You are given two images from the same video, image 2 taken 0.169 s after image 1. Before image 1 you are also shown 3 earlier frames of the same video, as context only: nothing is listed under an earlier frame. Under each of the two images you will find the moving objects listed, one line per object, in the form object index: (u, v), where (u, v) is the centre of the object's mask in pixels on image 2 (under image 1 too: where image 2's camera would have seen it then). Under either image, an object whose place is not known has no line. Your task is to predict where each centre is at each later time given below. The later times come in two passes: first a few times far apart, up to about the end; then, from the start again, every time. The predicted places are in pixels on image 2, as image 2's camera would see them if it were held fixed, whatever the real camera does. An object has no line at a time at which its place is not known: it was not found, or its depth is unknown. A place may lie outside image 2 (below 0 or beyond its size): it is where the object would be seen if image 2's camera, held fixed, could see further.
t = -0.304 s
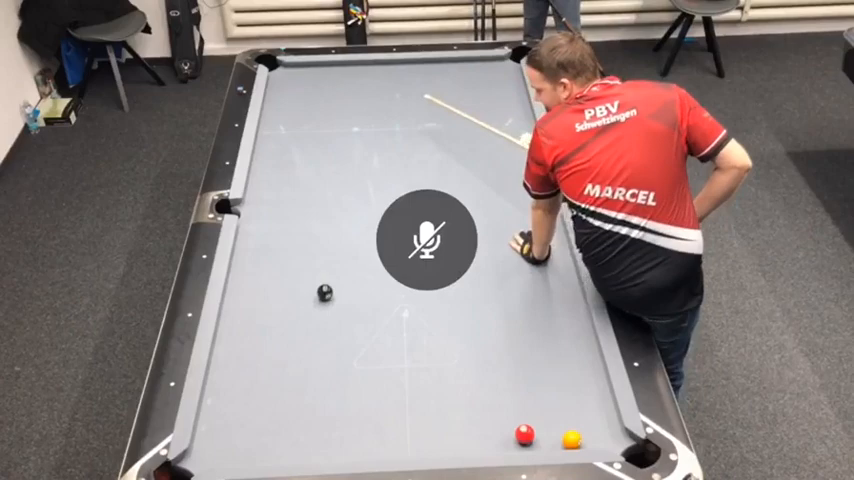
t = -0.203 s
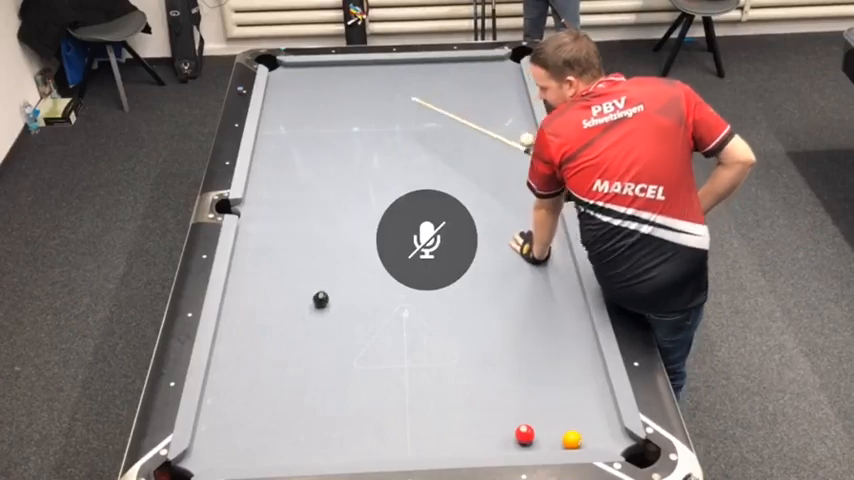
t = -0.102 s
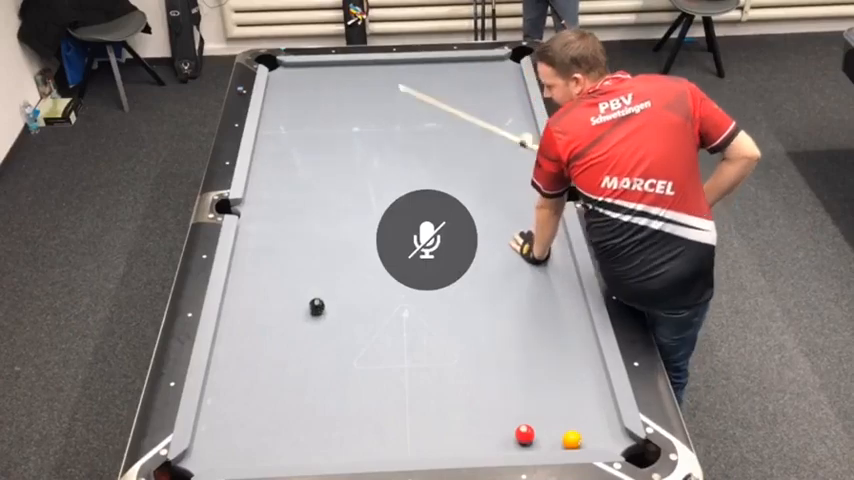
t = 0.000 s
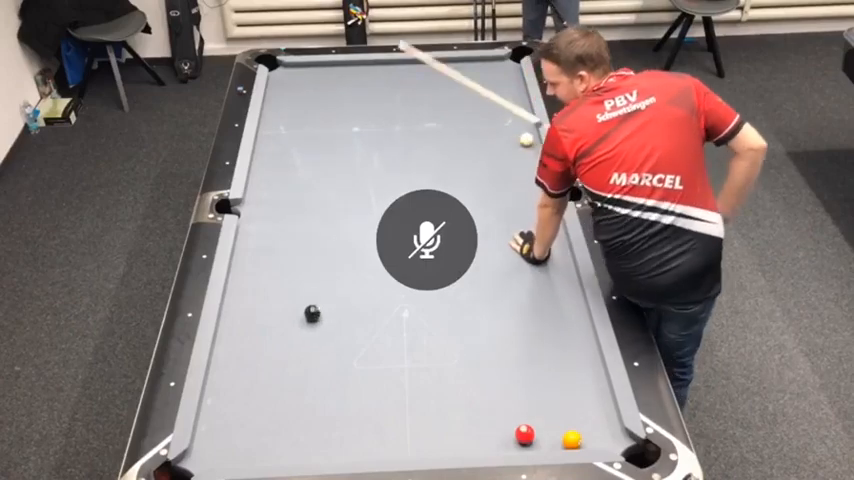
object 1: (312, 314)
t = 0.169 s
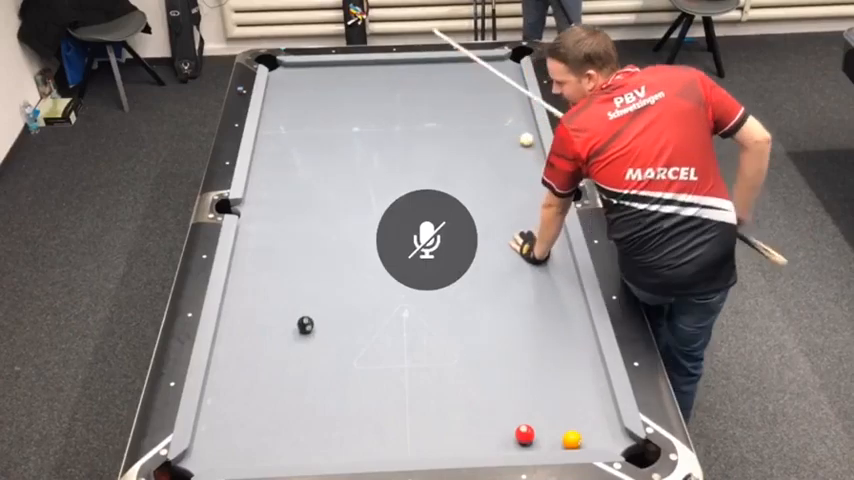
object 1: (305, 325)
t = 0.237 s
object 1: (302, 330)
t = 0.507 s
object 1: (291, 348)
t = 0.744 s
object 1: (281, 364)
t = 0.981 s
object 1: (272, 379)
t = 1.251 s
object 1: (261, 397)
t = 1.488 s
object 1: (251, 412)
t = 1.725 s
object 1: (242, 426)
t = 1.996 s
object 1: (231, 444)
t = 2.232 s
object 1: (222, 456)
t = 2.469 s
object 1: (218, 456)
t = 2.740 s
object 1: (215, 450)
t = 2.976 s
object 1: (213, 445)
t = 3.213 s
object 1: (211, 440)
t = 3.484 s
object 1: (210, 436)
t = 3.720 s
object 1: (208, 434)
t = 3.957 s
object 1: (206, 433)
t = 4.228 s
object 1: (205, 432)
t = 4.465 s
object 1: (205, 432)
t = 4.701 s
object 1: (205, 432)
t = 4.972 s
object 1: (205, 432)
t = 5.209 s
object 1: (205, 432)
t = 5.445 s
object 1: (205, 432)
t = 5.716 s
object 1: (205, 432)
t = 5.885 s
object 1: (205, 432)
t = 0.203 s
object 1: (303, 327)
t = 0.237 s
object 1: (302, 330)
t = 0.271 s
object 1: (301, 332)
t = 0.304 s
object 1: (299, 335)
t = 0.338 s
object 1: (298, 337)
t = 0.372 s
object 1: (297, 339)
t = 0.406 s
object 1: (295, 341)
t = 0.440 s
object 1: (294, 343)
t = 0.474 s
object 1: (292, 346)
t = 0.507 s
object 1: (291, 348)
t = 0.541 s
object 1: (289, 350)
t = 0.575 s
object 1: (288, 353)
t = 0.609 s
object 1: (287, 355)
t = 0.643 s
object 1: (285, 357)
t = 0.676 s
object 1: (284, 359)
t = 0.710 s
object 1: (283, 362)
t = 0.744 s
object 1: (281, 364)
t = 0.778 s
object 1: (280, 366)
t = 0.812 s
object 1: (278, 368)
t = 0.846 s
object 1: (277, 371)
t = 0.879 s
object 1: (276, 373)
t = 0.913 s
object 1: (274, 375)
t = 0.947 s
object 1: (273, 377)
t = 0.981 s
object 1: (272, 379)
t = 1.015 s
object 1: (270, 382)
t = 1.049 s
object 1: (269, 384)
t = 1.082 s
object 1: (267, 386)
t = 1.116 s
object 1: (266, 388)
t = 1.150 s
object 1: (265, 390)
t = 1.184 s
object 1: (264, 392)
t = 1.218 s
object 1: (262, 395)
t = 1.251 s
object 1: (261, 397)
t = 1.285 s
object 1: (259, 399)
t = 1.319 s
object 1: (258, 401)
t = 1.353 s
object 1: (257, 403)
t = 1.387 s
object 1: (255, 405)
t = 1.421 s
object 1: (254, 407)
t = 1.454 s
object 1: (252, 410)
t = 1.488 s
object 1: (251, 412)
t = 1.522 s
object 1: (250, 413)
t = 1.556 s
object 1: (249, 416)
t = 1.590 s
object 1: (247, 418)
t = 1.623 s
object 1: (246, 420)
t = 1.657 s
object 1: (245, 422)
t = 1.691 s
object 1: (243, 424)
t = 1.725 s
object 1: (242, 426)
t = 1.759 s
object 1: (241, 428)
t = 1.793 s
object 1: (239, 430)
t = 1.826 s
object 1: (238, 432)
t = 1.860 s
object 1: (237, 434)
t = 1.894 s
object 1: (236, 436)
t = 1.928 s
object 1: (234, 438)
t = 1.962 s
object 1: (233, 440)
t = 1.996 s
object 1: (231, 444)
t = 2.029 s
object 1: (229, 446)
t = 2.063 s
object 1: (228, 448)
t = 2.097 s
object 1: (227, 449)
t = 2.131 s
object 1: (226, 451)
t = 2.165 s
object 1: (225, 453)
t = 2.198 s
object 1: (224, 454)
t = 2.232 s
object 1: (222, 456)
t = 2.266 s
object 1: (221, 457)
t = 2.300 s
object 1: (220, 458)
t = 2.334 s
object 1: (219, 458)
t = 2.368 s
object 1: (219, 458)
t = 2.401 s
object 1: (218, 457)
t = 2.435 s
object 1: (218, 456)
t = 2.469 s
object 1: (218, 456)
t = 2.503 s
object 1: (217, 455)
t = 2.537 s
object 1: (217, 455)
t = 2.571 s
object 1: (217, 454)
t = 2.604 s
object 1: (216, 453)
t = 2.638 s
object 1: (216, 453)
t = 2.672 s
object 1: (216, 452)
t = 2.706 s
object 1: (216, 451)
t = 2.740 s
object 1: (215, 450)
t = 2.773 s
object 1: (215, 449)
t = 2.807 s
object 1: (215, 448)
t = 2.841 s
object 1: (214, 447)
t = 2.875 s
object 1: (214, 447)
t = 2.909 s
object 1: (214, 446)
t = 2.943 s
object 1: (213, 445)
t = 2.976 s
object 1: (213, 445)
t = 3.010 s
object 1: (213, 444)
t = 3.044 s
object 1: (212, 443)
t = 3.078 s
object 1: (212, 443)
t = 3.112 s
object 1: (212, 442)
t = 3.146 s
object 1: (212, 441)
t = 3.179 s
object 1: (212, 441)
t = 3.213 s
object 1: (211, 440)
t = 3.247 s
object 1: (211, 440)
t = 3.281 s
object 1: (211, 439)
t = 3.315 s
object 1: (211, 439)
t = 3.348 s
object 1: (210, 438)
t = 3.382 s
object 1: (210, 438)
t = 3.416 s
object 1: (210, 438)
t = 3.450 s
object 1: (210, 437)
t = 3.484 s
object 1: (210, 436)
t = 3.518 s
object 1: (209, 436)
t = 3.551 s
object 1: (209, 436)
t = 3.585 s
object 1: (209, 435)
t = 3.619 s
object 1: (209, 435)
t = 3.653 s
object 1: (208, 435)
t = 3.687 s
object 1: (208, 434)
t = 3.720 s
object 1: (208, 434)
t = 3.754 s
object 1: (208, 434)
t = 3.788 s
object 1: (207, 434)
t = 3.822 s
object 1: (207, 434)
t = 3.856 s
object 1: (207, 433)
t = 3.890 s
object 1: (207, 433)
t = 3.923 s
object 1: (207, 433)
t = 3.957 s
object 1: (206, 433)
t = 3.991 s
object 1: (206, 433)
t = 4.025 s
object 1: (206, 433)
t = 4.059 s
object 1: (206, 433)
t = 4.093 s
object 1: (206, 433)
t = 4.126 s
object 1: (206, 433)
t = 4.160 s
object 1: (206, 432)
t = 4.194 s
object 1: (206, 432)
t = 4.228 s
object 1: (205, 432)
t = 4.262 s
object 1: (205, 432)
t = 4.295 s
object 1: (205, 432)
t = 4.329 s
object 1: (205, 432)
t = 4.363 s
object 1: (205, 432)
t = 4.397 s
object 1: (205, 432)
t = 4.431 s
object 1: (205, 432)
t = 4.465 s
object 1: (205, 432)
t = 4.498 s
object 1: (205, 432)
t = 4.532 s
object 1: (205, 432)
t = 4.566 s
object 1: (205, 432)
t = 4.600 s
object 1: (205, 432)
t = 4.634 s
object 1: (205, 432)
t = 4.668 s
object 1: (205, 432)
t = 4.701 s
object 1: (205, 432)
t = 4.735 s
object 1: (205, 432)
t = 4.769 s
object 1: (205, 432)
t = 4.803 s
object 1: (205, 432)
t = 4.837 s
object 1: (205, 432)
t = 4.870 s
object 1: (205, 432)
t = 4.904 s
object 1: (205, 432)
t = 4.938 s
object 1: (205, 432)
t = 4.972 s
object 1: (205, 432)
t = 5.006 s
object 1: (205, 432)
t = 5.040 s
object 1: (205, 432)
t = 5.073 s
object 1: (205, 432)
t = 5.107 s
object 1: (205, 432)
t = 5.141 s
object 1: (205, 432)
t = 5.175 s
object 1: (205, 432)
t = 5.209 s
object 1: (205, 432)
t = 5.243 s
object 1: (205, 432)
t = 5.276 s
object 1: (205, 432)
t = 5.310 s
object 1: (205, 432)
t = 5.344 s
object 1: (205, 432)
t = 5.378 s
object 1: (205, 432)
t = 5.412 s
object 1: (205, 432)
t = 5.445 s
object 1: (205, 432)
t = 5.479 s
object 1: (205, 432)
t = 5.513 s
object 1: (205, 432)
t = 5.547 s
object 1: (205, 432)
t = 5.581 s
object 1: (205, 432)
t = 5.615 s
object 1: (205, 432)
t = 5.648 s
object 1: (205, 432)
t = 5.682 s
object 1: (205, 432)
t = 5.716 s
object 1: (205, 432)
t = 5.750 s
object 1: (205, 432)
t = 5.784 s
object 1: (205, 432)
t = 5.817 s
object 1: (205, 432)
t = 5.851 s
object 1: (205, 432)
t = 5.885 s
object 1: (205, 432)
